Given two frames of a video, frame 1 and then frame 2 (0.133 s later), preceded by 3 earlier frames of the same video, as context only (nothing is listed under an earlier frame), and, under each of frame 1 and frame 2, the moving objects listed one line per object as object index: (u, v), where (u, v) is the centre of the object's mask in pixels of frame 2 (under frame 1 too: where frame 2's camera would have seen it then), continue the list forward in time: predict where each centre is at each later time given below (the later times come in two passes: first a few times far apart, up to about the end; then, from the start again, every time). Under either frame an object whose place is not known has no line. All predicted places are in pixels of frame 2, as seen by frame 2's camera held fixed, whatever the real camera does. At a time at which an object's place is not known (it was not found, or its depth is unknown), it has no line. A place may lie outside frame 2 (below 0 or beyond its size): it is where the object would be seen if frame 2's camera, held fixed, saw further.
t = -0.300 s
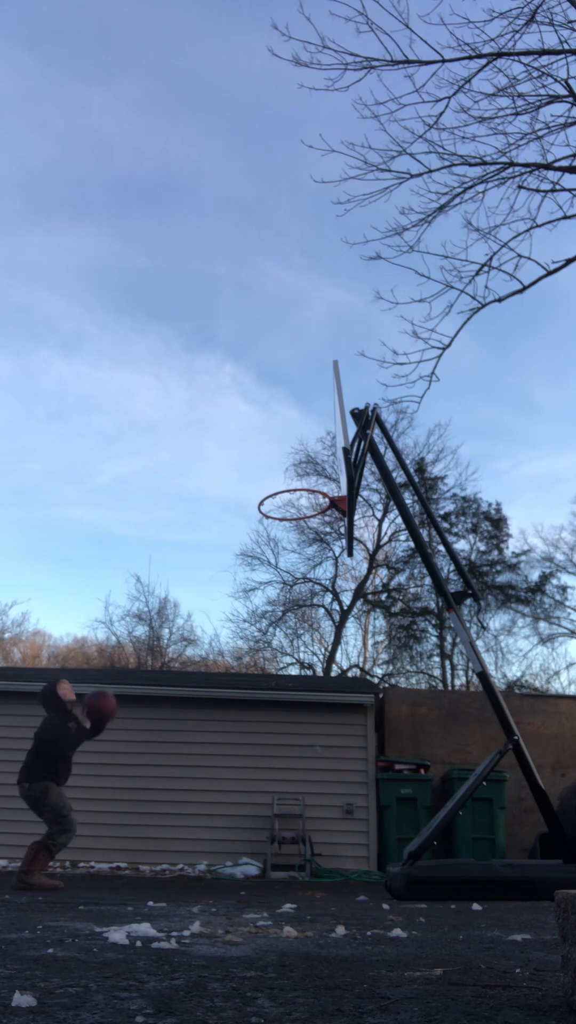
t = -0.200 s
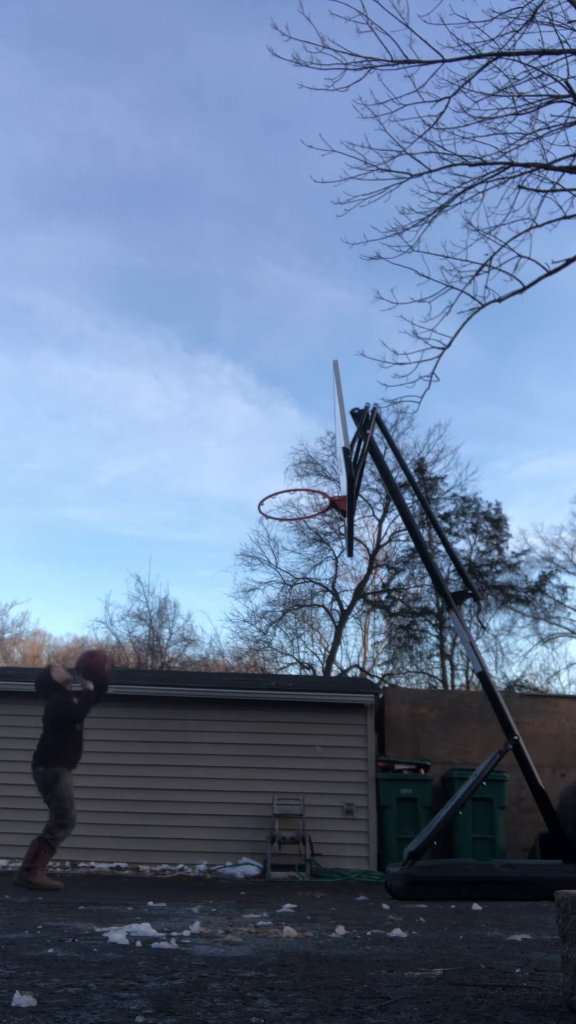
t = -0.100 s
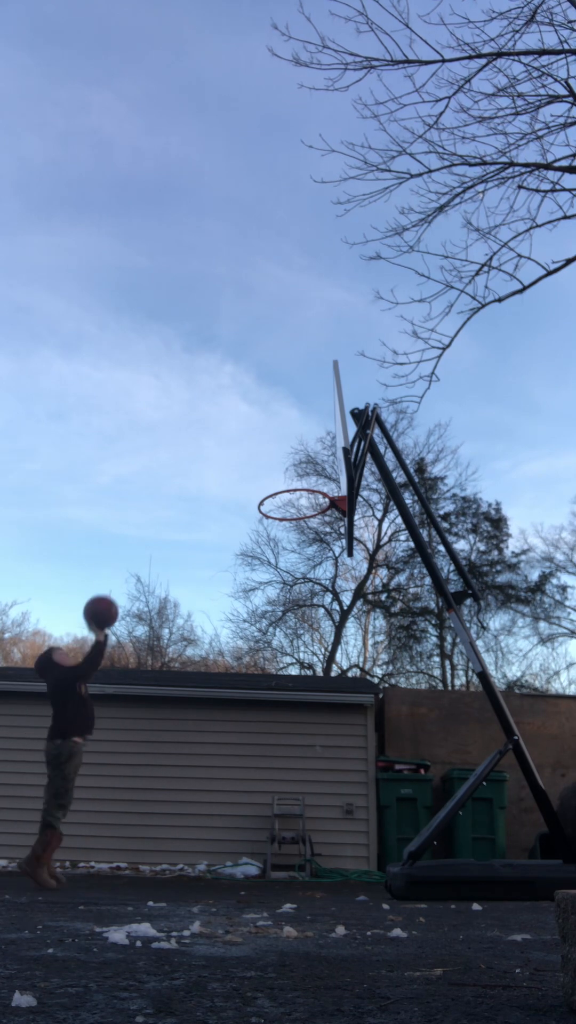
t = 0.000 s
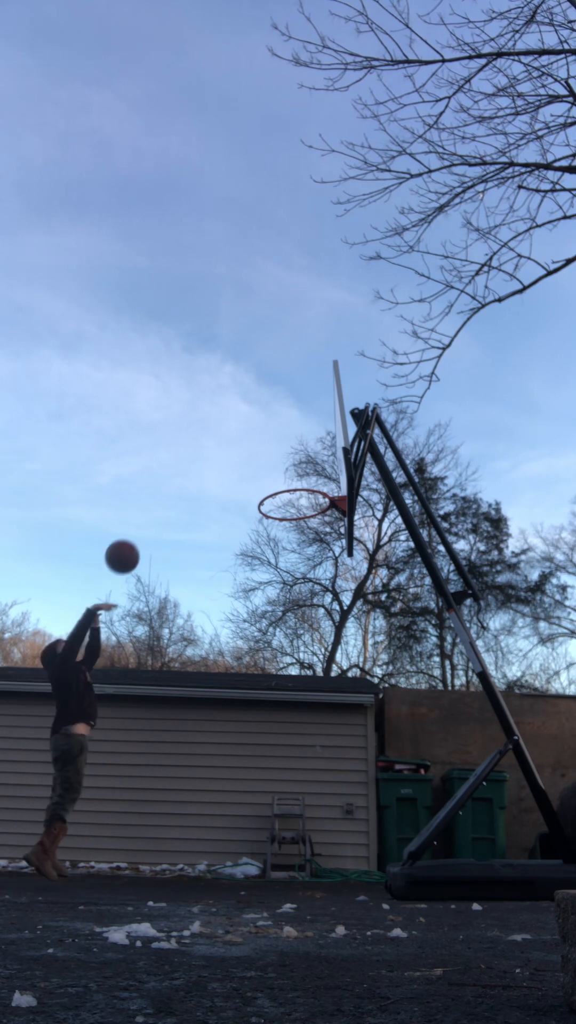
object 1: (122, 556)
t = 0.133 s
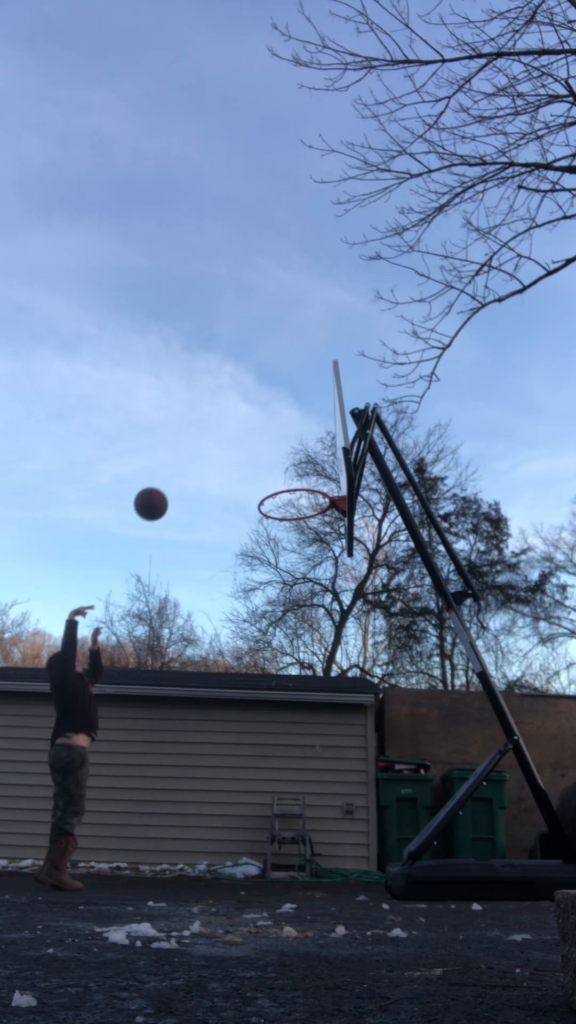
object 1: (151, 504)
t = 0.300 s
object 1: (183, 470)
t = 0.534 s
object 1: (223, 480)
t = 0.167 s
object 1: (158, 494)
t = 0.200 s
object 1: (164, 486)
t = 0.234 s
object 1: (170, 480)
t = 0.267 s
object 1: (176, 474)
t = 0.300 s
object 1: (183, 470)
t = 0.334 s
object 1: (189, 467)
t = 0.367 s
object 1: (194, 466)
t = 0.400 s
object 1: (200, 466)
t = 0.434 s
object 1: (206, 468)
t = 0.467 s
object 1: (211, 470)
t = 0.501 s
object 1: (217, 475)
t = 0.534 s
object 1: (223, 480)
